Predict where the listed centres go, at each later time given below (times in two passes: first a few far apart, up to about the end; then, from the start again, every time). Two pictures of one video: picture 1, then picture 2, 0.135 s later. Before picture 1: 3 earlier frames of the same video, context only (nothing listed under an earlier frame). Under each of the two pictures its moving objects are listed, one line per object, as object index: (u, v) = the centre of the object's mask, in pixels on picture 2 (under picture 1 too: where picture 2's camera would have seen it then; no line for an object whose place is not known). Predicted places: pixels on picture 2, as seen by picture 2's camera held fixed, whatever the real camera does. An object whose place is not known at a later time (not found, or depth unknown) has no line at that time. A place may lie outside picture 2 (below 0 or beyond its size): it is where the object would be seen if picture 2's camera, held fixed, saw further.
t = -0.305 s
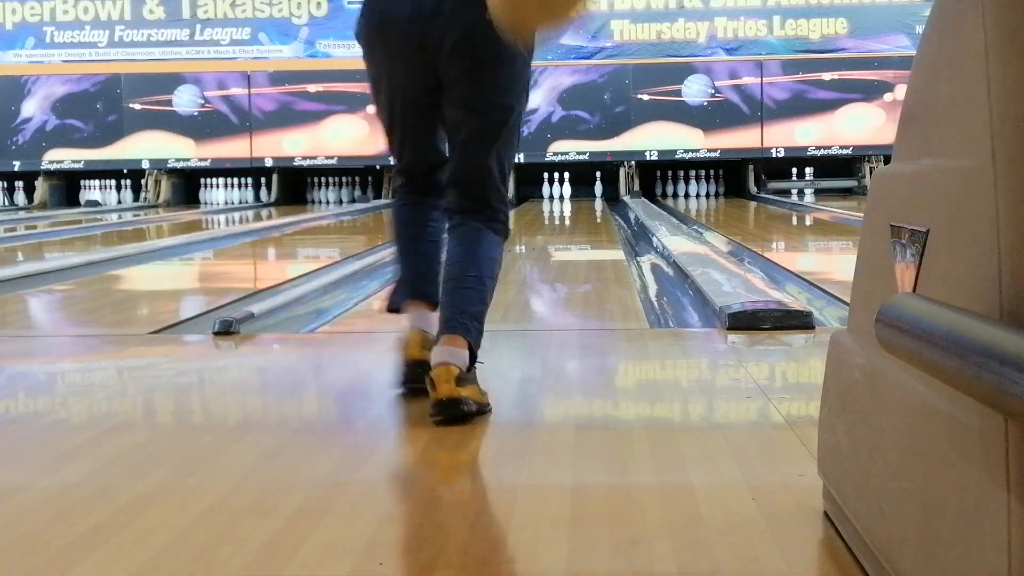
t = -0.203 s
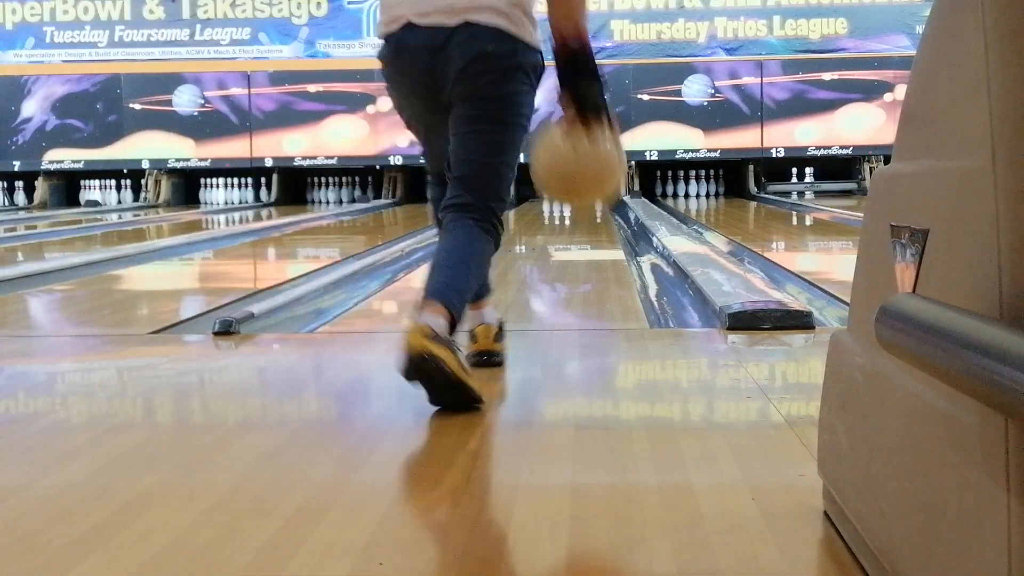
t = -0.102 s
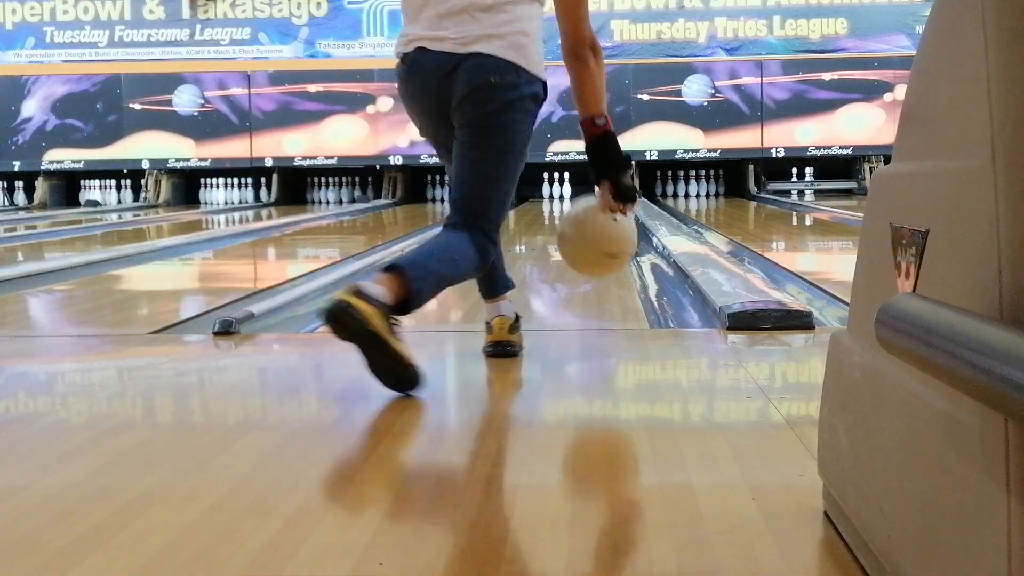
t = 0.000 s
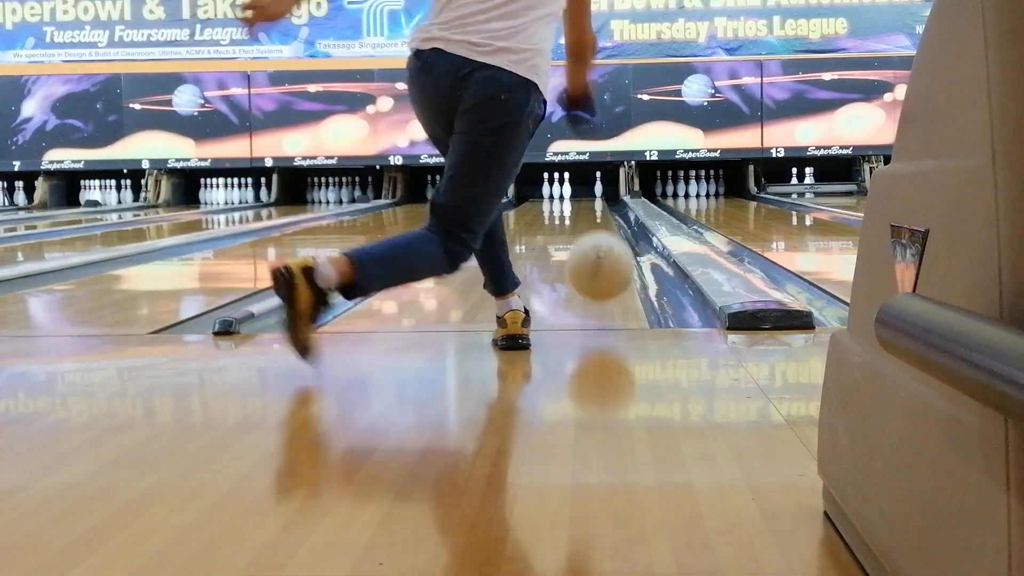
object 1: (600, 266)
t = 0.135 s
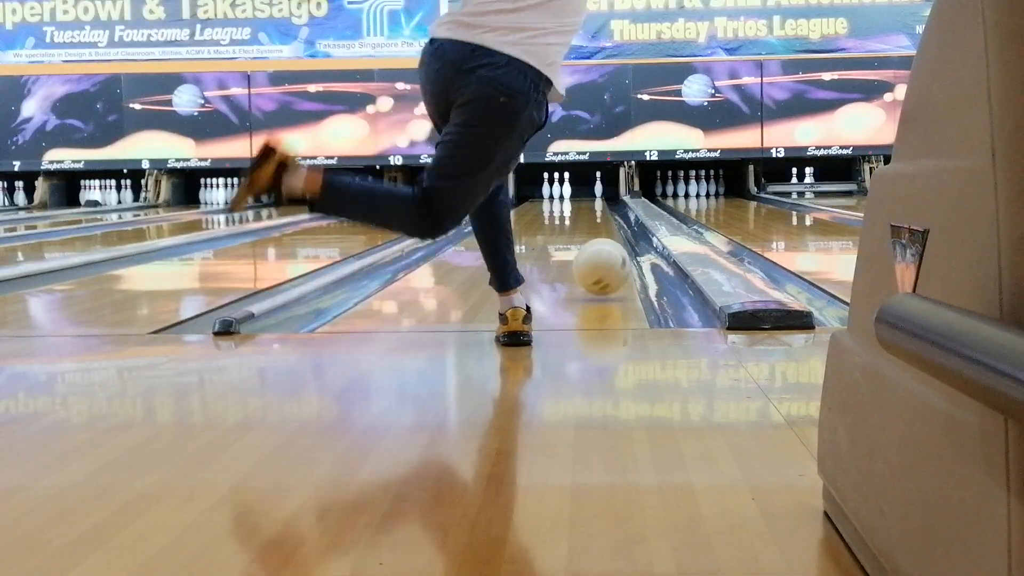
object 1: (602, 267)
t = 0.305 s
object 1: (603, 253)
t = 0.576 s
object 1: (604, 233)
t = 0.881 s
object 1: (603, 220)
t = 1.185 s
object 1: (601, 211)
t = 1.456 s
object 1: (600, 205)
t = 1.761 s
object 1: (597, 200)
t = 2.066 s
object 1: (593, 197)
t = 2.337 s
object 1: (587, 194)
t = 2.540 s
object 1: (581, 192)
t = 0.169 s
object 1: (602, 266)
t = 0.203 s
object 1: (602, 263)
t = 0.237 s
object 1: (603, 260)
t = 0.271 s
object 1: (603, 256)
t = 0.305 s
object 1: (603, 253)
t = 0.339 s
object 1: (603, 250)
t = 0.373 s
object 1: (603, 247)
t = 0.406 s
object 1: (603, 244)
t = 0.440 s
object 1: (603, 241)
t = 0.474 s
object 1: (603, 239)
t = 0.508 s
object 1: (604, 237)
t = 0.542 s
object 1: (603, 235)
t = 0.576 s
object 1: (604, 233)
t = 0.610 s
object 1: (604, 232)
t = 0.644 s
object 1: (604, 230)
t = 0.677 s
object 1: (603, 228)
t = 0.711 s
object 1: (603, 227)
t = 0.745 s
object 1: (603, 226)
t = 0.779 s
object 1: (603, 224)
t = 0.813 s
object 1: (603, 222)
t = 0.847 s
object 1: (603, 221)
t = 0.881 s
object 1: (603, 220)
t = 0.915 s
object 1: (603, 219)
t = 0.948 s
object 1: (603, 218)
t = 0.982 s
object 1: (603, 217)
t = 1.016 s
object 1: (602, 215)
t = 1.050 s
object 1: (602, 214)
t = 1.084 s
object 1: (602, 213)
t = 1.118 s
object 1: (602, 212)
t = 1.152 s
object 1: (602, 211)
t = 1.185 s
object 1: (601, 211)
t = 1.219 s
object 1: (601, 210)
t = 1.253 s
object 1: (601, 209)
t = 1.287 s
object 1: (601, 208)
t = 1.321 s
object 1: (601, 207)
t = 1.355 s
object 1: (600, 207)
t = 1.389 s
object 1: (600, 206)
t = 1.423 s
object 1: (600, 205)
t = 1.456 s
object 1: (600, 205)
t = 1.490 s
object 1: (599, 204)
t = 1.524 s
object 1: (599, 204)
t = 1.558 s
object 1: (599, 203)
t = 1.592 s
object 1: (599, 203)
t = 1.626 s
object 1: (598, 202)
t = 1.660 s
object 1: (598, 202)
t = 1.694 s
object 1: (598, 201)
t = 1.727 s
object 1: (597, 200)
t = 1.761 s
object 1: (597, 200)
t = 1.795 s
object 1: (597, 199)
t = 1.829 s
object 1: (596, 199)
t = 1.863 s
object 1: (596, 199)
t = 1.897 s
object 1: (595, 198)
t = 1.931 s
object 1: (595, 198)
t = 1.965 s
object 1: (595, 197)
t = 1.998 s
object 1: (594, 197)
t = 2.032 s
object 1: (594, 197)
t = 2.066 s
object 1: (593, 197)
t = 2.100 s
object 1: (593, 196)
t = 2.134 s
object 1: (592, 196)
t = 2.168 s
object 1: (591, 195)
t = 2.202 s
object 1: (590, 195)
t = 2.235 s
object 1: (589, 195)
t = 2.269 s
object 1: (589, 194)
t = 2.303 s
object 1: (588, 194)
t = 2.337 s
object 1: (587, 194)
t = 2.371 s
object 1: (586, 193)
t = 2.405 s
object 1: (585, 193)
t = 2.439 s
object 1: (584, 193)
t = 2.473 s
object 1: (583, 192)
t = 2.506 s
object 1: (582, 192)
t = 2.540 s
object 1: (581, 192)
